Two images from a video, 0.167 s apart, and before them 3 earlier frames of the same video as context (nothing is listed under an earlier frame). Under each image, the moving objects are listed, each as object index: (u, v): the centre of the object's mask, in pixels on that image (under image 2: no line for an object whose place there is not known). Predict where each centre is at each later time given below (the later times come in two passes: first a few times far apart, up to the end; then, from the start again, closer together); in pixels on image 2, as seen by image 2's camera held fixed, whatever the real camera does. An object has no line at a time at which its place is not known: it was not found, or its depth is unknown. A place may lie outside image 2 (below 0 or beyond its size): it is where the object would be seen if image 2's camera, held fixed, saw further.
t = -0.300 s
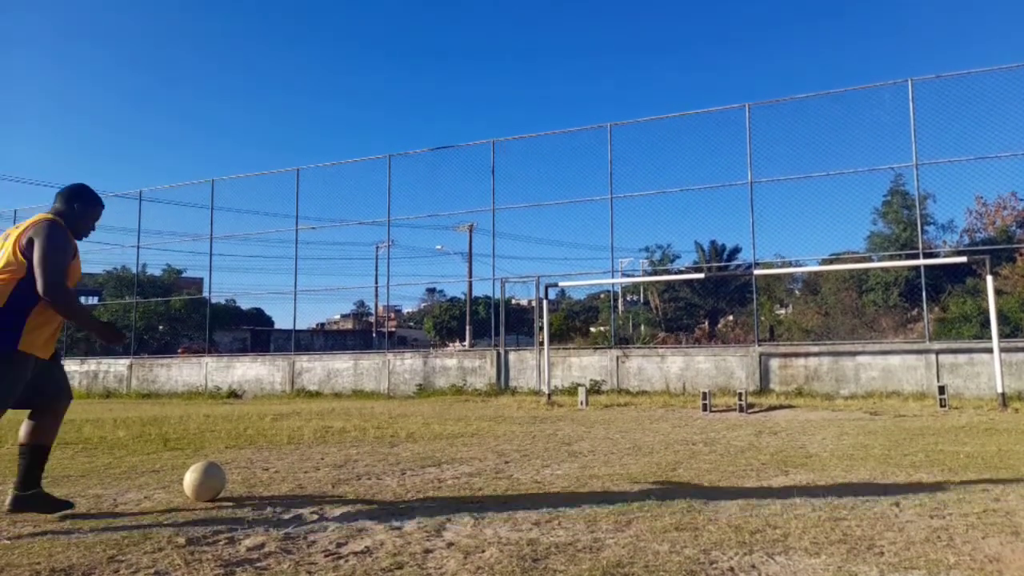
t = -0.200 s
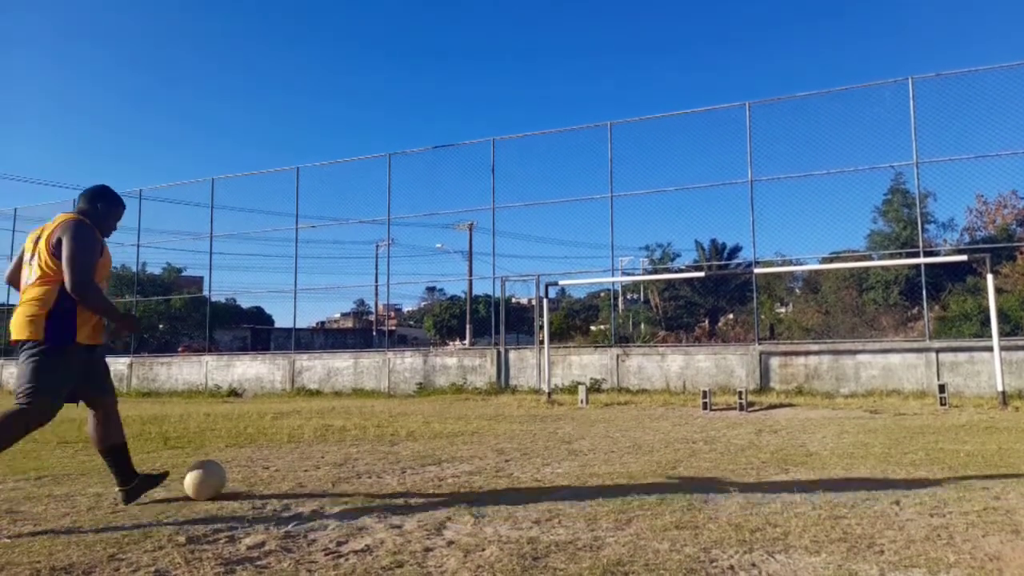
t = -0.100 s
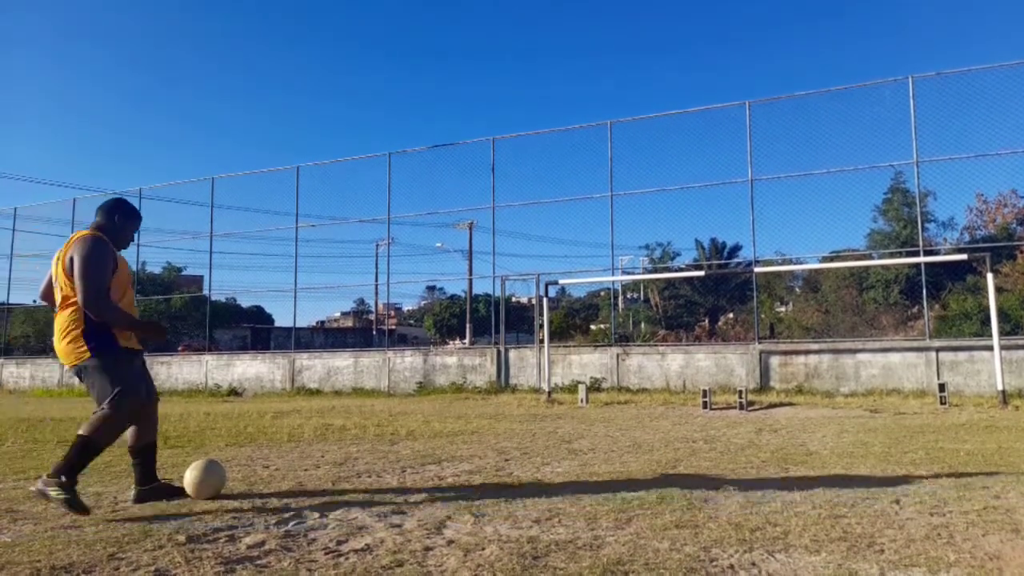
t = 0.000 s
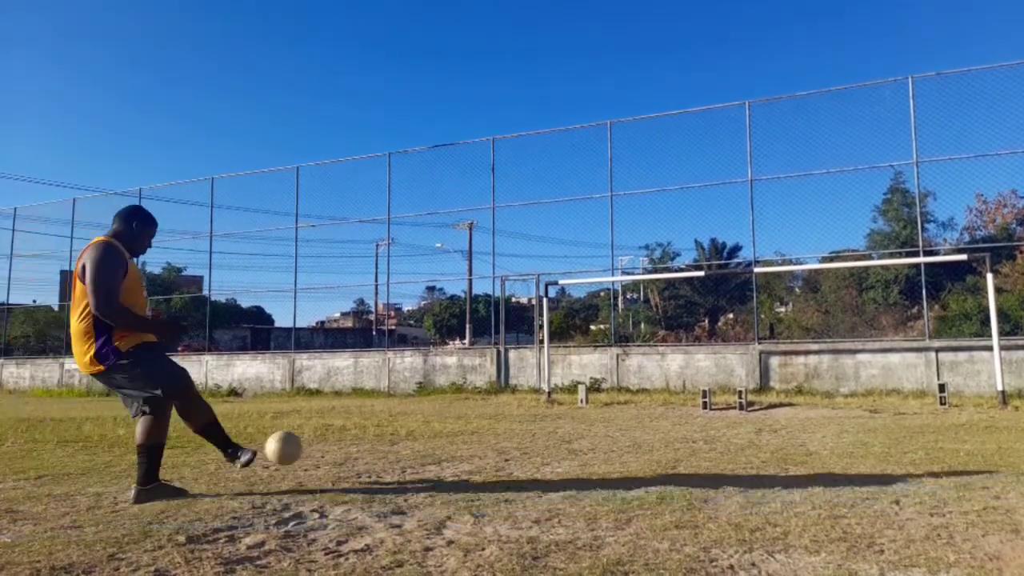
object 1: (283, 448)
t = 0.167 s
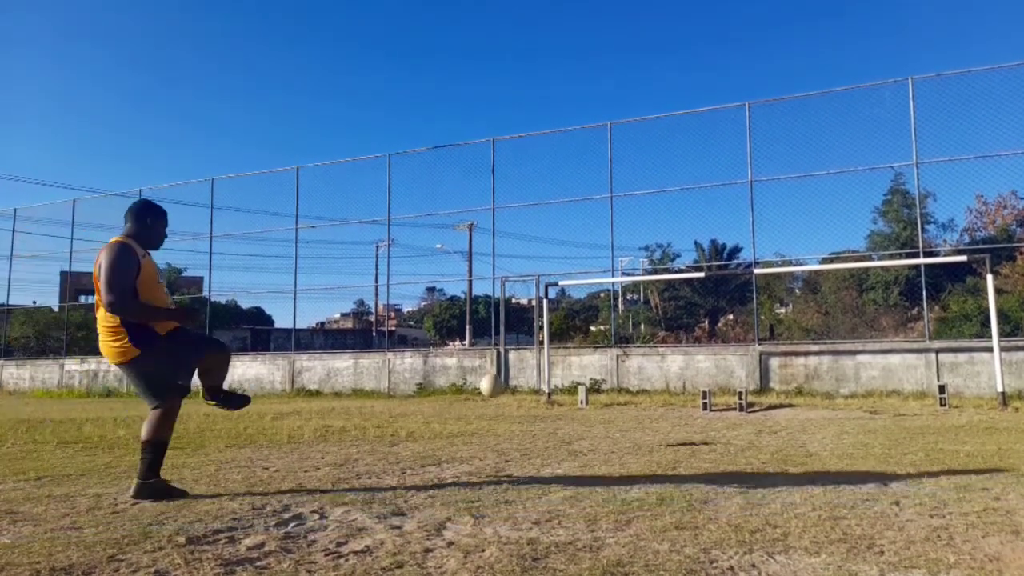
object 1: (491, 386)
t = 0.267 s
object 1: (562, 377)
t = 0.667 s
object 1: (704, 403)
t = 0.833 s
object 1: (757, 411)
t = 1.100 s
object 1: (846, 414)
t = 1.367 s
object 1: (937, 415)
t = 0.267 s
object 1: (562, 377)
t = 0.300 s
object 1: (581, 378)
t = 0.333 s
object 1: (598, 379)
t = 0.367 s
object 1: (613, 382)
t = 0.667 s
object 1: (704, 403)
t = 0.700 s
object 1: (713, 402)
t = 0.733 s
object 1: (723, 403)
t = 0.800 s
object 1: (744, 408)
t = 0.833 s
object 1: (757, 411)
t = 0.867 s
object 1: (768, 410)
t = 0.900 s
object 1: (777, 408)
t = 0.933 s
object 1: (788, 407)
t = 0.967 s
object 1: (798, 407)
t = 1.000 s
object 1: (810, 408)
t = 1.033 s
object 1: (822, 410)
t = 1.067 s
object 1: (834, 413)
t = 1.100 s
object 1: (846, 414)
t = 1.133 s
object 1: (857, 413)
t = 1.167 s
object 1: (868, 414)
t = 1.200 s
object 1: (881, 415)
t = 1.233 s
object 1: (892, 415)
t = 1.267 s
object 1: (903, 413)
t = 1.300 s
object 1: (913, 413)
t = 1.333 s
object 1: (925, 413)
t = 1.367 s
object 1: (937, 415)
